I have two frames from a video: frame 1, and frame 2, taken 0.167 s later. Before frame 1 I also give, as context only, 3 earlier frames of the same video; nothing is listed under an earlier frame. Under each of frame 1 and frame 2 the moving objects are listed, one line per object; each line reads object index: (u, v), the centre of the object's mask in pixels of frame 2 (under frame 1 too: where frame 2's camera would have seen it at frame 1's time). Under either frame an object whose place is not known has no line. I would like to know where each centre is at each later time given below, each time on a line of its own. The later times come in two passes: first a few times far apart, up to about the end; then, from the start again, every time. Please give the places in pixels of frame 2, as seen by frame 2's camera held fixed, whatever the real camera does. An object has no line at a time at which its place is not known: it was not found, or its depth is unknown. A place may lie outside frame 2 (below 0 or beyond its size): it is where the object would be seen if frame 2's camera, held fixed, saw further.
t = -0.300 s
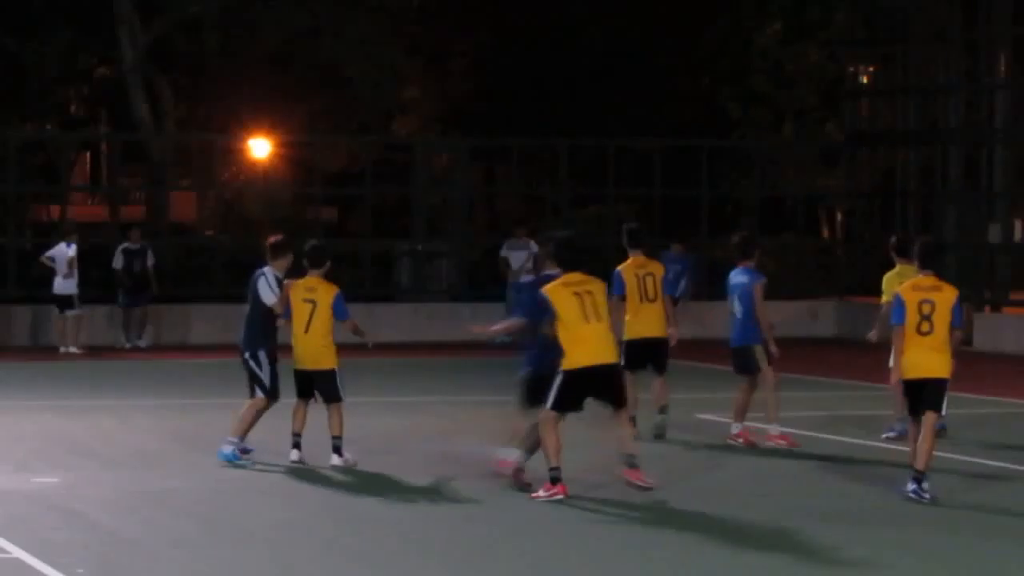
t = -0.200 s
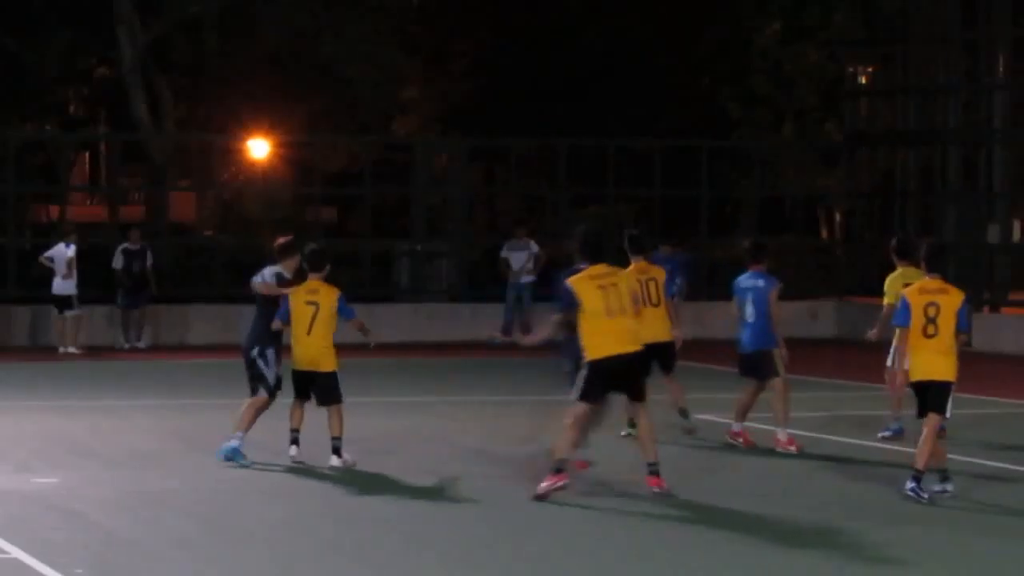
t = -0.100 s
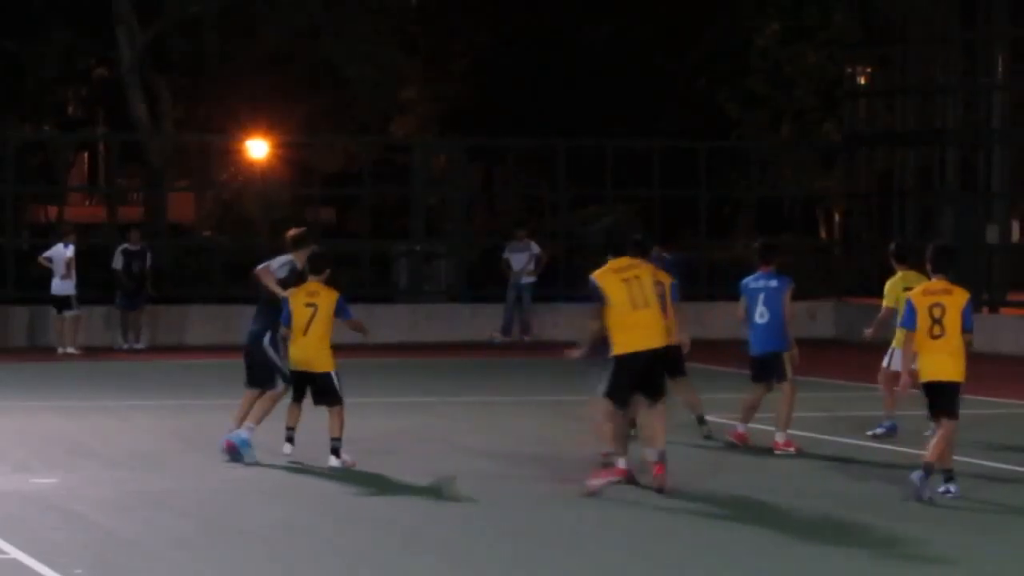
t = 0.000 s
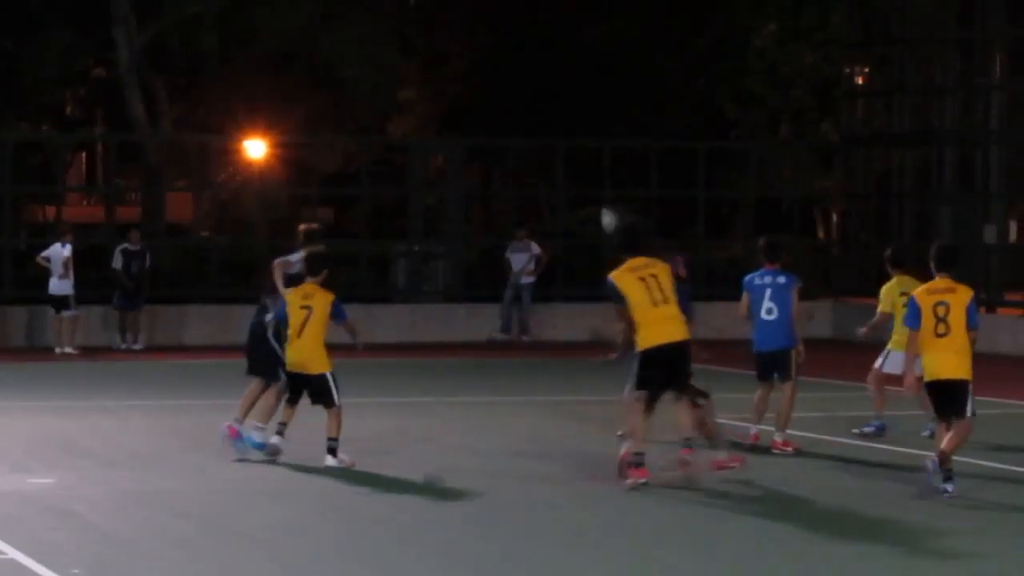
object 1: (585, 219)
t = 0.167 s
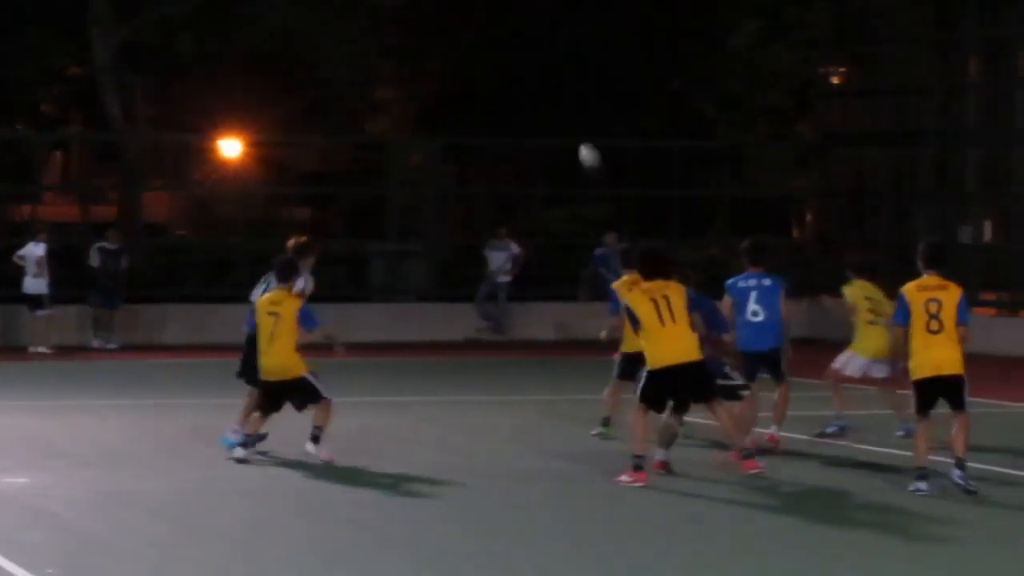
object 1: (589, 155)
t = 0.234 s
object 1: (593, 136)
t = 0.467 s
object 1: (625, 96)
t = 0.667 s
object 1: (677, 108)
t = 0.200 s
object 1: (590, 145)
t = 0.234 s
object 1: (593, 136)
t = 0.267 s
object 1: (596, 127)
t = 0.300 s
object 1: (599, 119)
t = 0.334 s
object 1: (604, 112)
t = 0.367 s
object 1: (608, 107)
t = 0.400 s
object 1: (613, 102)
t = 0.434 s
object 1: (619, 99)
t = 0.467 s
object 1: (625, 96)
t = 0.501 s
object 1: (631, 95)
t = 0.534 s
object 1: (638, 95)
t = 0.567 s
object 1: (648, 96)
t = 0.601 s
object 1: (656, 98)
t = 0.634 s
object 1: (666, 103)
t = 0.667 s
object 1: (677, 108)
